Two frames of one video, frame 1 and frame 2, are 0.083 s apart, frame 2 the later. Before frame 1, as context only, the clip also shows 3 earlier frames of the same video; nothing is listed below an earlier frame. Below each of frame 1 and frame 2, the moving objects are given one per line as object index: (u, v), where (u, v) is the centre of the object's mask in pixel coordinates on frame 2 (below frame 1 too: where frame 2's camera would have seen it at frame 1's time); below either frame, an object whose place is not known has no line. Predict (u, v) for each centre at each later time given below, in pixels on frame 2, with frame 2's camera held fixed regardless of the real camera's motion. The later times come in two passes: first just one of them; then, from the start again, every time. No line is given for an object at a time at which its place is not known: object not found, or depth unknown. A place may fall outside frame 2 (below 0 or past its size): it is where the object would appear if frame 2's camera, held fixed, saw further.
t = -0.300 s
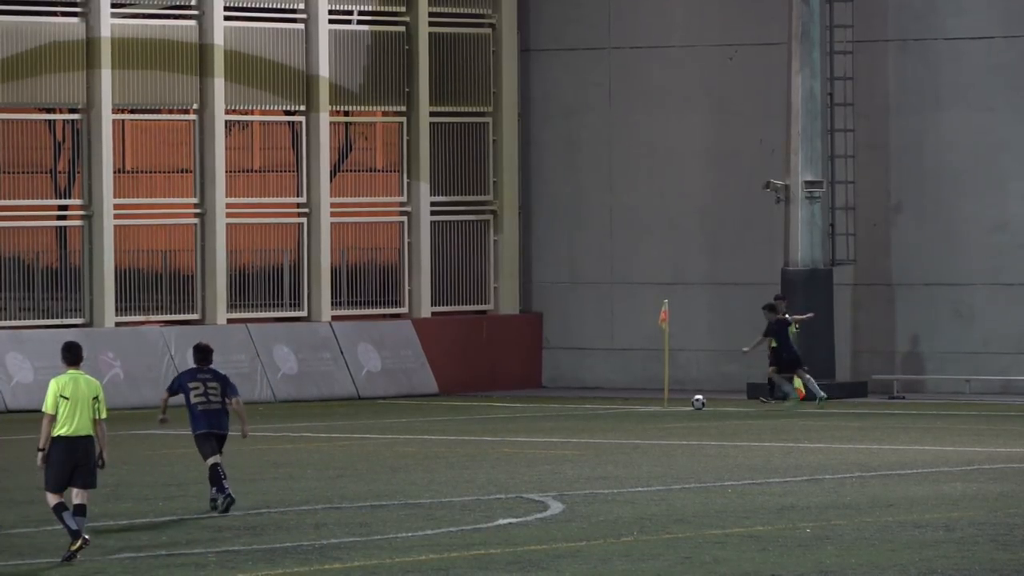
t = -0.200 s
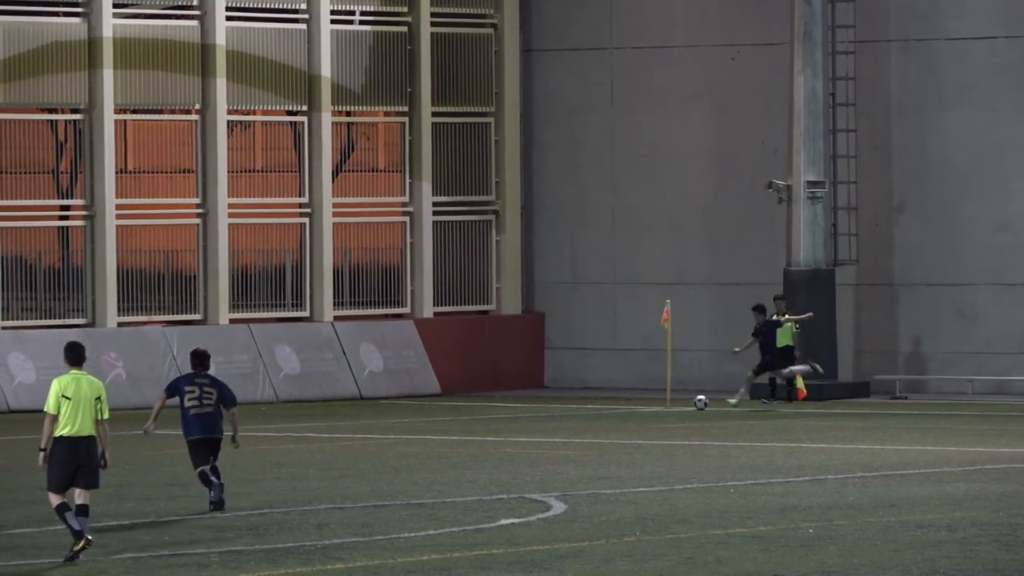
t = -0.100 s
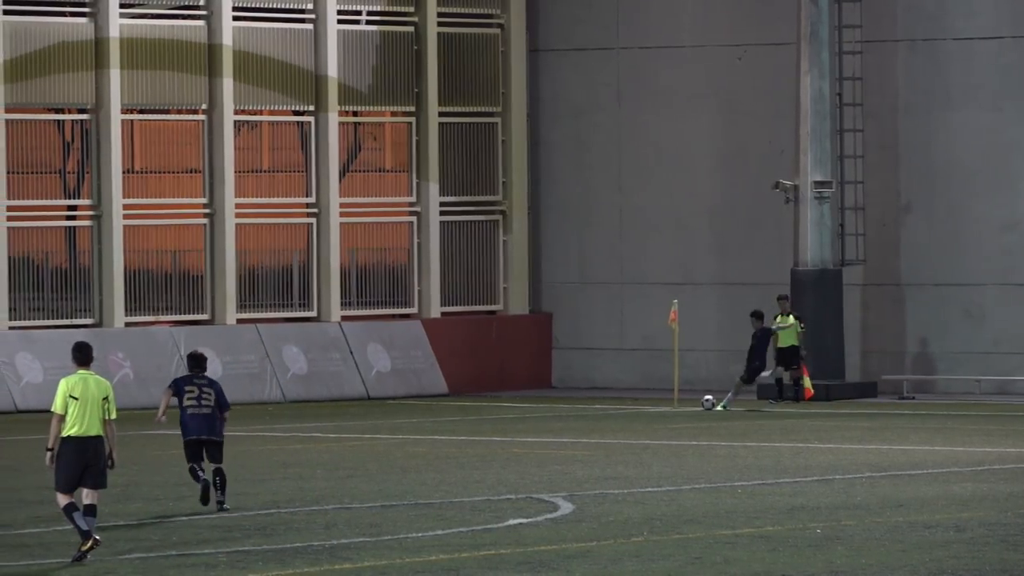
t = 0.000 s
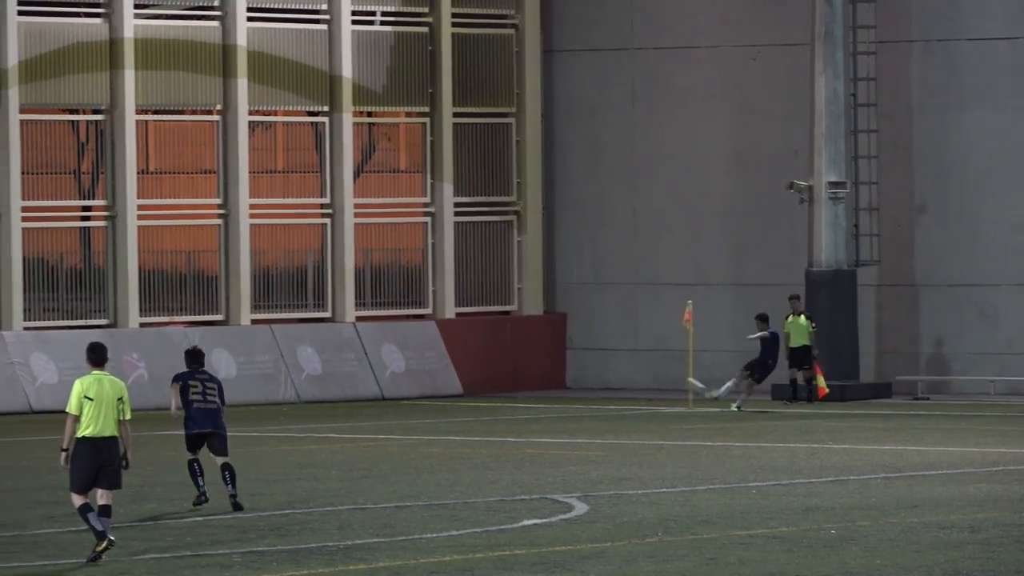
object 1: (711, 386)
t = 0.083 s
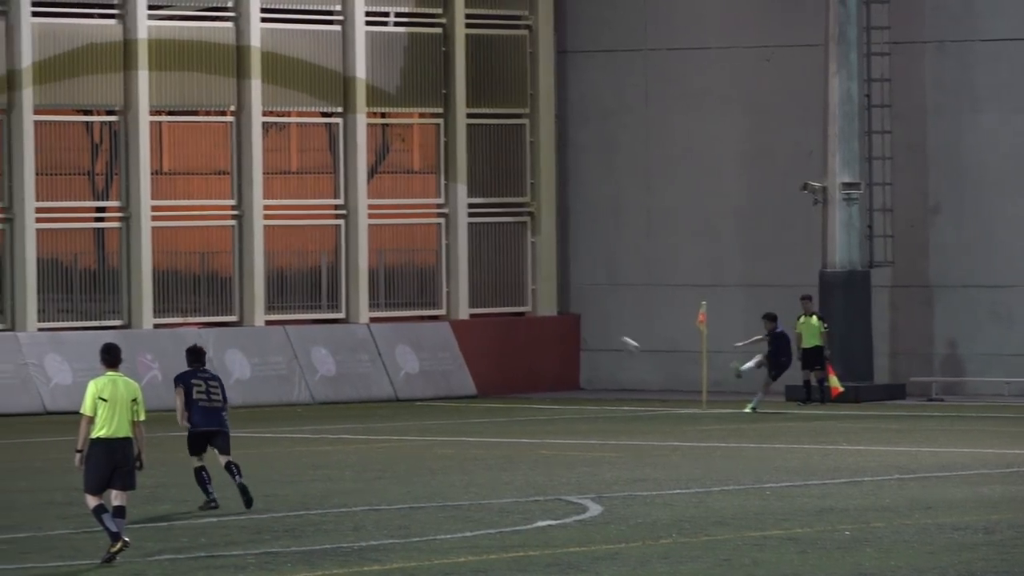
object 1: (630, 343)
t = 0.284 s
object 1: (444, 262)
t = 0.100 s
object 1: (614, 335)
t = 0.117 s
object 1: (598, 328)
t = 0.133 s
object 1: (582, 322)
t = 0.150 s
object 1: (567, 314)
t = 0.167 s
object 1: (552, 308)
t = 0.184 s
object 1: (536, 299)
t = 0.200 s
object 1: (520, 294)
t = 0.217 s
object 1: (505, 287)
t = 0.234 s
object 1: (489, 280)
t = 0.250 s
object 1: (474, 274)
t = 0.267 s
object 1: (459, 267)
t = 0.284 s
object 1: (444, 262)
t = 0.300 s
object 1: (429, 255)
